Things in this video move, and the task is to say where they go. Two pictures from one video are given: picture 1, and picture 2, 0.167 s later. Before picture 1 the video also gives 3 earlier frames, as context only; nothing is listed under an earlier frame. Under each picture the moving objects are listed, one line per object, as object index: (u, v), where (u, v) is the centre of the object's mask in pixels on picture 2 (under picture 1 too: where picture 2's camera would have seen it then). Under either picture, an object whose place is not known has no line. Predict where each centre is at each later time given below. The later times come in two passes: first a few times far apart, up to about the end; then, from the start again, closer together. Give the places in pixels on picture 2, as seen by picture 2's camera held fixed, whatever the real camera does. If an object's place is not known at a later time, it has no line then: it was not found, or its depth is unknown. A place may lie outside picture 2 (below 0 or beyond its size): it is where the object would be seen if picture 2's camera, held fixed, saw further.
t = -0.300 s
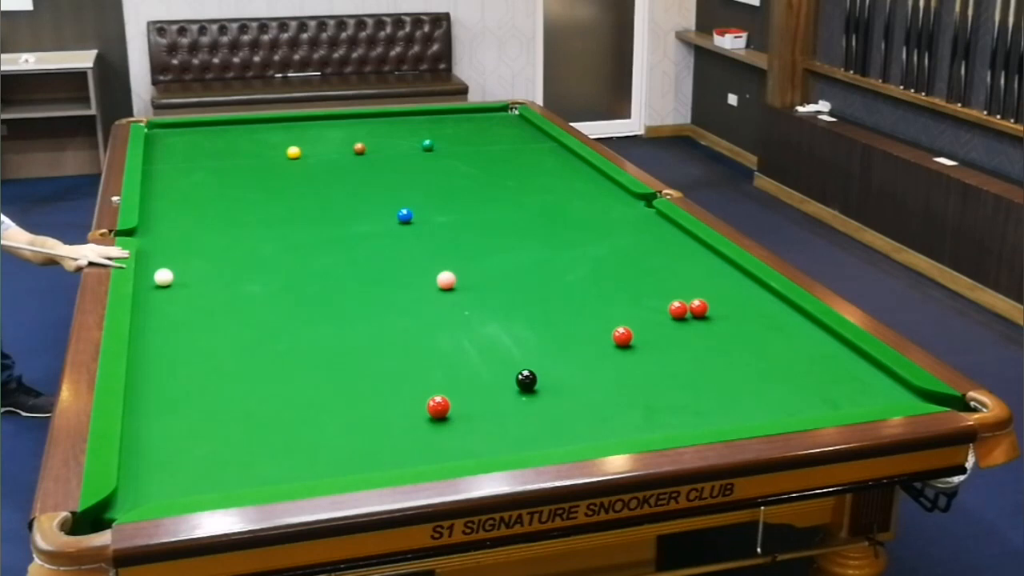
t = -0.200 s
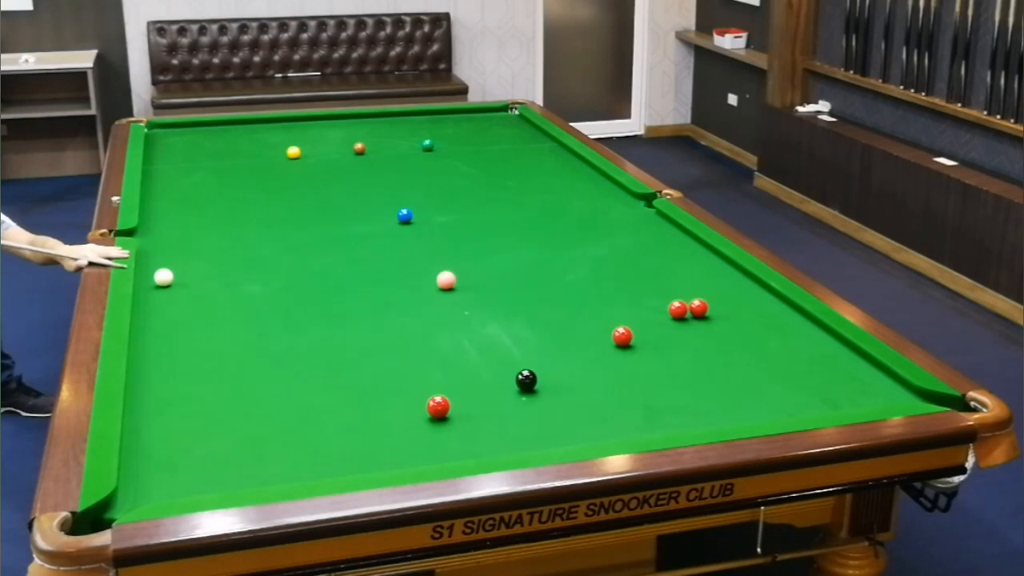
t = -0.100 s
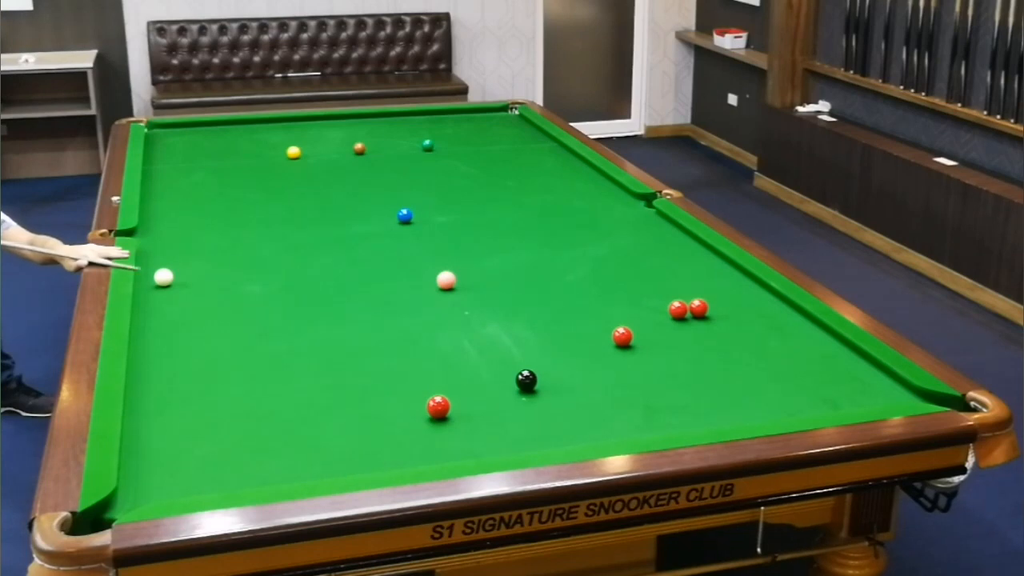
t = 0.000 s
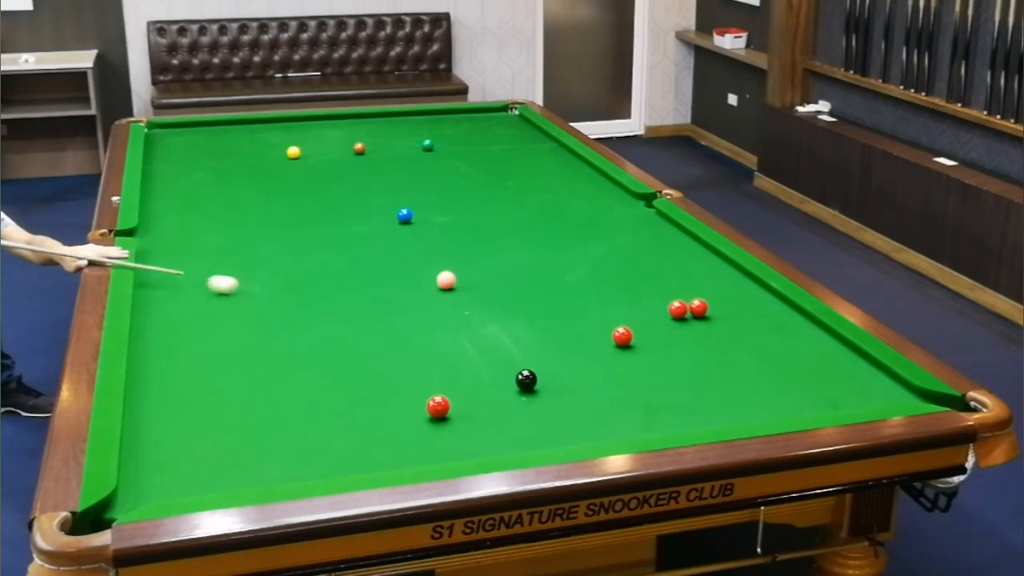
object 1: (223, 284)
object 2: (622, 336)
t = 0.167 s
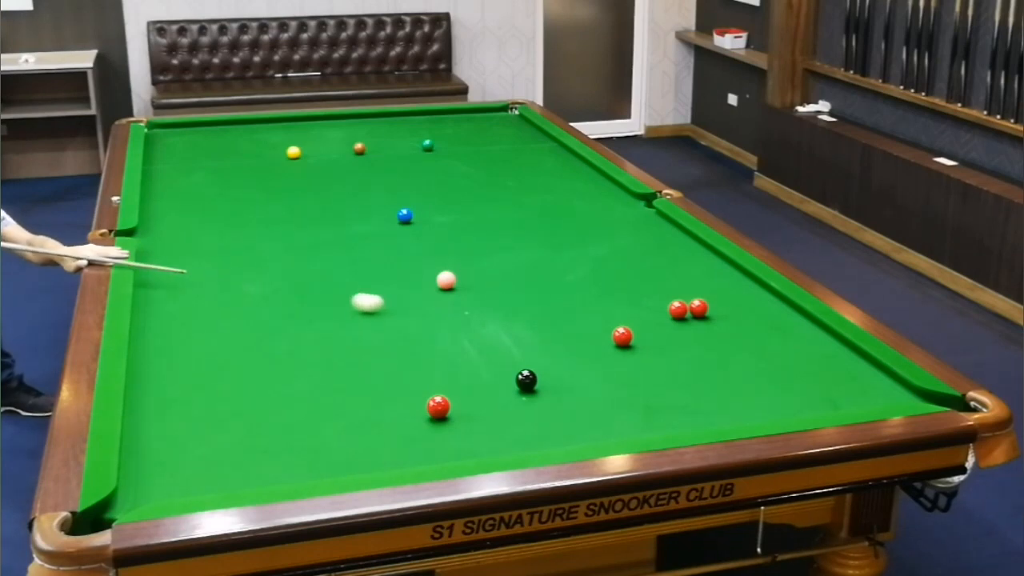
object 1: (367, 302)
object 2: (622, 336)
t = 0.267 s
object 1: (459, 314)
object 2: (622, 336)
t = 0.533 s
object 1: (617, 328)
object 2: (727, 355)
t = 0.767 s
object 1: (675, 325)
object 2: (911, 391)
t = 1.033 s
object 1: (750, 323)
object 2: (877, 370)
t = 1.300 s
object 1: (808, 323)
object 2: (830, 345)
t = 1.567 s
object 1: (764, 329)
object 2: (798, 325)
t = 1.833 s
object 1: (713, 332)
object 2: (779, 309)
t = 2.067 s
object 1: (670, 335)
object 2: (764, 296)
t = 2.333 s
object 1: (622, 338)
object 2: (749, 284)
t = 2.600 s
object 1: (576, 342)
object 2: (735, 273)
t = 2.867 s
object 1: (532, 345)
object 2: (723, 263)
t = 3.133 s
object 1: (490, 348)
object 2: (712, 254)
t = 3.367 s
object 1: (454, 351)
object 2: (704, 247)
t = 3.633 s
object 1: (416, 353)
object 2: (695, 240)
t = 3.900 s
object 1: (379, 356)
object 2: (685, 234)
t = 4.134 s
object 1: (349, 358)
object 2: (678, 230)
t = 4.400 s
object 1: (317, 360)
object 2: (671, 225)
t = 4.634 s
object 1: (291, 362)
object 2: (665, 222)
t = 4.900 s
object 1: (263, 364)
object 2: (660, 218)
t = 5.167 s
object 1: (239, 365)
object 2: (655, 216)
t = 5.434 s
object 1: (216, 367)
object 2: (652, 213)
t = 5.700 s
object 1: (196, 368)
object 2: (650, 211)
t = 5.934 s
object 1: (180, 369)
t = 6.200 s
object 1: (166, 370)
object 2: (649, 208)
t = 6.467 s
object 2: (648, 208)
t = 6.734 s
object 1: (145, 370)
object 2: (648, 208)
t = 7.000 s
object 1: (138, 370)
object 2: (647, 207)
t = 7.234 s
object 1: (139, 370)
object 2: (648, 207)
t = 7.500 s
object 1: (140, 369)
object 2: (648, 207)
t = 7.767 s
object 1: (140, 369)
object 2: (647, 207)
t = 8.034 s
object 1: (140, 369)
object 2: (647, 207)
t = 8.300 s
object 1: (139, 369)
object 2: (648, 208)
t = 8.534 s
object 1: (140, 369)
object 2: (647, 207)
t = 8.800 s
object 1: (140, 369)
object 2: (647, 207)
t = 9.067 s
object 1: (140, 369)
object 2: (647, 207)
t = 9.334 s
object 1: (140, 369)
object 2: (647, 207)
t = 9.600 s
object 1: (140, 369)
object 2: (648, 207)
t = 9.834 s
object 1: (139, 369)
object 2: (647, 207)
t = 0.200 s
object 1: (398, 306)
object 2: (622, 336)
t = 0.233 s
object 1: (428, 310)
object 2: (622, 336)
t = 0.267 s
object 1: (459, 314)
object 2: (622, 336)
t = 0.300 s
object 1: (491, 318)
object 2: (622, 336)
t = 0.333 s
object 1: (523, 322)
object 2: (622, 336)
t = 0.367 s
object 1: (555, 326)
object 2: (622, 336)
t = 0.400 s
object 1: (588, 330)
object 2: (622, 336)
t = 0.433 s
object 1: (605, 331)
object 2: (638, 338)
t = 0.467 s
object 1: (608, 330)
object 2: (668, 344)
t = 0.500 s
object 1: (612, 329)
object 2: (698, 350)
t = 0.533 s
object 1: (617, 328)
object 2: (727, 355)
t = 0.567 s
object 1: (623, 327)
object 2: (756, 361)
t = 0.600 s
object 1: (630, 326)
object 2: (784, 366)
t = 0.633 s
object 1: (638, 325)
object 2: (812, 371)
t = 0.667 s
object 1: (647, 325)
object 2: (839, 377)
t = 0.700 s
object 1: (656, 325)
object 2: (865, 382)
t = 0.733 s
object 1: (666, 325)
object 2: (891, 386)
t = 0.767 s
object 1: (675, 325)
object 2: (911, 391)
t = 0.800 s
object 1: (685, 324)
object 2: (913, 396)
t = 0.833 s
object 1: (695, 324)
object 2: (909, 395)
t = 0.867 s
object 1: (704, 324)
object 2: (902, 391)
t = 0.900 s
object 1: (713, 324)
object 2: (897, 386)
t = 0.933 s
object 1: (723, 324)
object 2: (893, 381)
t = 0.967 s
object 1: (732, 324)
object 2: (889, 377)
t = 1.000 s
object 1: (741, 323)
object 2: (883, 373)
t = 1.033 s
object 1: (750, 323)
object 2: (877, 370)
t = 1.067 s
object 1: (759, 323)
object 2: (871, 366)
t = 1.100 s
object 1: (769, 323)
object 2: (865, 363)
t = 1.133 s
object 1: (778, 322)
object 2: (859, 360)
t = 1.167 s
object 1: (787, 322)
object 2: (853, 357)
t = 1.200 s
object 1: (795, 322)
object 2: (847, 354)
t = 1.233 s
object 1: (804, 322)
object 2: (842, 351)
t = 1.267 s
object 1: (812, 322)
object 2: (836, 348)
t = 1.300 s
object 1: (808, 323)
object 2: (830, 345)
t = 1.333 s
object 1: (803, 324)
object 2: (825, 341)
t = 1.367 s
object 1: (798, 325)
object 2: (820, 339)
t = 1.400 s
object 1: (793, 326)
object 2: (814, 336)
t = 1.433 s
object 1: (789, 327)
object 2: (809, 334)
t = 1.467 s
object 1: (783, 328)
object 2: (806, 331)
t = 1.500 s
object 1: (777, 328)
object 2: (803, 329)
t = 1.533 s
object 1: (770, 328)
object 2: (801, 327)
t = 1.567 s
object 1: (764, 329)
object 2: (798, 325)
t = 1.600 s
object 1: (758, 329)
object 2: (796, 322)
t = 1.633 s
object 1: (751, 330)
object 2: (793, 320)
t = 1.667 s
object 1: (745, 330)
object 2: (791, 318)
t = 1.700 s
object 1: (738, 331)
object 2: (788, 316)
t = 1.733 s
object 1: (732, 331)
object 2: (786, 314)
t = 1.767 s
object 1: (726, 331)
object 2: (783, 312)
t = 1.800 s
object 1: (719, 332)
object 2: (781, 311)
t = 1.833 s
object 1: (713, 332)
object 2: (779, 309)
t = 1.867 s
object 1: (707, 333)
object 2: (777, 307)
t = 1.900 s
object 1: (701, 333)
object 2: (775, 305)
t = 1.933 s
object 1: (694, 334)
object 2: (772, 303)
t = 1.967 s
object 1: (688, 334)
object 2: (770, 301)
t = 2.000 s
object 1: (682, 335)
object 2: (768, 300)
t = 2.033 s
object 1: (676, 335)
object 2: (766, 298)
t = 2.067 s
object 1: (670, 335)
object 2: (764, 296)
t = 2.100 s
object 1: (664, 336)
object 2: (762, 295)
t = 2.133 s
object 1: (658, 336)
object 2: (760, 293)
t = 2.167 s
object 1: (652, 337)
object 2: (758, 291)
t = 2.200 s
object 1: (646, 337)
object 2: (756, 290)
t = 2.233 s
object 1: (640, 337)
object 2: (754, 288)
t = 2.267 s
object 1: (634, 338)
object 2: (752, 287)
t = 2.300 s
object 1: (628, 338)
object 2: (750, 285)
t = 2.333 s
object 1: (622, 338)
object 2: (749, 284)
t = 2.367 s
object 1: (616, 339)
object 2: (747, 282)
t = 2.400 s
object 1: (611, 339)
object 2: (745, 281)
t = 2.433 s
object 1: (605, 339)
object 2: (743, 279)
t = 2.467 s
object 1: (599, 340)
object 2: (742, 278)
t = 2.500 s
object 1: (593, 340)
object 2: (739, 277)
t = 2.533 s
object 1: (588, 340)
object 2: (738, 275)
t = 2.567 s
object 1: (582, 341)
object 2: (737, 274)
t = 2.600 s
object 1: (576, 342)
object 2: (735, 273)
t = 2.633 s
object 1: (571, 342)
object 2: (733, 271)
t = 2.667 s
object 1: (565, 342)
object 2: (732, 270)
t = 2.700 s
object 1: (559, 343)
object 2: (730, 269)
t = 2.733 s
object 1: (554, 343)
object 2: (729, 268)
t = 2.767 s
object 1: (548, 344)
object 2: (728, 266)
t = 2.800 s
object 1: (543, 344)
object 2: (726, 265)
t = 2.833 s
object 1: (537, 344)
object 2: (724, 264)
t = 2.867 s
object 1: (532, 345)
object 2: (723, 263)
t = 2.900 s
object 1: (527, 345)
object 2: (722, 262)
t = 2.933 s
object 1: (522, 345)
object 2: (720, 261)
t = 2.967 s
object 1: (516, 346)
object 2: (719, 259)
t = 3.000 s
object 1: (511, 346)
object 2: (718, 258)
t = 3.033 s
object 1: (505, 347)
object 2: (716, 257)
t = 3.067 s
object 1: (500, 347)
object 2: (715, 256)
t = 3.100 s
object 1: (495, 347)
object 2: (714, 255)
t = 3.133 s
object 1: (490, 348)
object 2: (712, 254)
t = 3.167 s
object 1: (484, 348)
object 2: (711, 253)
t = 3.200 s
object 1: (480, 349)
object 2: (710, 252)
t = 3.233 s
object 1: (474, 349)
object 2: (708, 251)
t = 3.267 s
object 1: (469, 350)
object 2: (707, 250)
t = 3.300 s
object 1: (464, 350)
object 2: (706, 249)
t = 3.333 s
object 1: (459, 350)
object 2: (705, 248)
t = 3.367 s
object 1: (454, 351)
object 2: (704, 247)
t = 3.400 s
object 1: (449, 351)
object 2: (703, 246)
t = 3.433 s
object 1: (444, 351)
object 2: (702, 245)
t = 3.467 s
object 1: (440, 352)
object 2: (701, 244)
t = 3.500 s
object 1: (434, 352)
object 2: (700, 244)
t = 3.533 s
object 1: (430, 353)
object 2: (698, 243)
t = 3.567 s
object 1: (425, 353)
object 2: (697, 242)
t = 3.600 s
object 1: (420, 353)
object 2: (696, 241)
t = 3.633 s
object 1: (416, 353)
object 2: (695, 240)
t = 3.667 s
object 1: (411, 354)
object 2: (693, 239)
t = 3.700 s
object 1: (406, 354)
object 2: (692, 239)
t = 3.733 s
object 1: (402, 354)
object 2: (691, 238)
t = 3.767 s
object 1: (397, 355)
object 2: (690, 237)
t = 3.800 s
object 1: (393, 355)
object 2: (689, 237)
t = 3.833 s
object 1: (388, 355)
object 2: (687, 236)
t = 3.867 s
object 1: (384, 355)
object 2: (686, 235)
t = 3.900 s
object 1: (379, 356)
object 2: (685, 234)
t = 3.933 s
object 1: (375, 356)
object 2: (684, 234)
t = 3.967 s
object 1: (370, 356)
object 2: (683, 233)
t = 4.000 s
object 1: (366, 357)
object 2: (682, 233)
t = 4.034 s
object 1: (362, 357)
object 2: (681, 232)
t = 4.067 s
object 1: (357, 358)
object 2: (680, 231)
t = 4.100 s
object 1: (353, 358)
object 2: (679, 230)
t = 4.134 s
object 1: (349, 358)
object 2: (678, 230)
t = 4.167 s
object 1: (345, 358)
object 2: (677, 229)
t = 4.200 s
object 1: (341, 359)
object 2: (676, 229)
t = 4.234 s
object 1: (337, 359)
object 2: (675, 228)
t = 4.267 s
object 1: (332, 360)
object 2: (674, 228)
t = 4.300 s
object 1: (329, 360)
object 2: (673, 227)
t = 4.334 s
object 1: (325, 360)
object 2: (672, 226)
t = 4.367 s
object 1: (321, 360)
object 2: (672, 226)
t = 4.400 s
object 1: (317, 360)
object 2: (671, 225)
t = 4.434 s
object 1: (313, 361)
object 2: (670, 225)
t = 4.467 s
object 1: (309, 361)
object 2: (669, 225)
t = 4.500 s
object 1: (306, 361)
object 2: (668, 224)
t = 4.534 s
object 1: (301, 362)
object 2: (667, 223)
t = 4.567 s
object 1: (298, 362)
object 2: (667, 223)
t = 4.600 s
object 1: (294, 362)
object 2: (666, 222)
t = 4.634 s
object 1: (291, 362)
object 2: (665, 222)
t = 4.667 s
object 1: (287, 362)
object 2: (664, 221)
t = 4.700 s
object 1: (284, 363)
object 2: (663, 221)
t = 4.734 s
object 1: (280, 363)
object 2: (663, 221)
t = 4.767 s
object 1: (277, 363)
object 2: (662, 220)
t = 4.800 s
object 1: (274, 363)
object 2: (662, 220)
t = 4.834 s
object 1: (270, 363)
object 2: (661, 219)
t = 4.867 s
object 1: (267, 364)
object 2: (660, 219)
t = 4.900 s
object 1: (263, 364)
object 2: (660, 218)
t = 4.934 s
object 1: (260, 364)
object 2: (659, 218)
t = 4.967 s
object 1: (257, 364)
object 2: (658, 218)
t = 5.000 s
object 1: (254, 364)
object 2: (658, 217)
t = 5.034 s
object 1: (251, 365)
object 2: (657, 217)
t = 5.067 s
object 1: (248, 365)
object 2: (657, 216)
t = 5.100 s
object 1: (245, 365)
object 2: (656, 216)
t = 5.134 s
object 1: (242, 365)
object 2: (656, 216)
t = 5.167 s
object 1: (239, 365)
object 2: (655, 216)
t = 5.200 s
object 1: (236, 366)
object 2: (655, 215)
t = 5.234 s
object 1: (233, 366)
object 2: (654, 215)
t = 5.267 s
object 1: (229, 366)
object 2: (654, 214)
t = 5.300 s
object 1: (227, 366)
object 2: (653, 214)
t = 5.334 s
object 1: (224, 366)
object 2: (653, 214)
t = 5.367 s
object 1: (221, 367)
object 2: (653, 213)
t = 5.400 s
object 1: (219, 367)
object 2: (652, 213)
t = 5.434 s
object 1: (216, 367)
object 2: (652, 213)
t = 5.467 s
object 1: (213, 367)
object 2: (651, 212)
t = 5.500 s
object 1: (211, 367)
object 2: (651, 212)
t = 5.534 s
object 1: (208, 368)
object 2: (651, 212)
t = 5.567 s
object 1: (205, 368)
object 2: (651, 212)
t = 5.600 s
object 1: (203, 368)
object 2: (650, 211)
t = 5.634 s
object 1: (201, 368)
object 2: (650, 211)
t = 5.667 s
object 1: (198, 368)
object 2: (650, 211)
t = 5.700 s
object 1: (196, 368)
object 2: (650, 211)
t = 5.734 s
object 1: (194, 368)
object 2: (650, 211)
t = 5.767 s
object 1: (192, 368)
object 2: (650, 210)
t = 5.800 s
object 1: (189, 368)
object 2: (650, 210)
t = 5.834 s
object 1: (187, 368)
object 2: (650, 210)
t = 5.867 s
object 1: (185, 368)
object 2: (649, 210)
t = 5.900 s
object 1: (183, 368)
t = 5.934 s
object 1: (180, 369)
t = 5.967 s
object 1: (178, 369)
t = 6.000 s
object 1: (176, 369)
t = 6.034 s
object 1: (175, 369)
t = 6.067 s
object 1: (173, 369)
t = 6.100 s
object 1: (171, 369)
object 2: (650, 208)
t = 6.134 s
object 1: (169, 370)
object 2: (649, 208)
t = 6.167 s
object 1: (168, 370)
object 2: (649, 208)
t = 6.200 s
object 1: (166, 370)
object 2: (649, 208)
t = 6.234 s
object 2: (649, 208)
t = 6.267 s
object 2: (649, 208)
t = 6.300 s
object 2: (649, 208)
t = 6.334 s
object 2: (649, 208)
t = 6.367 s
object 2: (649, 208)
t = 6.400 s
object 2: (649, 208)
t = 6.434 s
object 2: (648, 208)
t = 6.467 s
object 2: (648, 208)
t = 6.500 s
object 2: (648, 208)
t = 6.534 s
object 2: (648, 208)
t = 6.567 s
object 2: (648, 208)
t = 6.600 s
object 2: (648, 208)
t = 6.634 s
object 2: (648, 208)
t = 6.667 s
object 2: (648, 208)
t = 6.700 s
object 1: (148, 366)
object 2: (648, 208)
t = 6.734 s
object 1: (145, 370)
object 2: (648, 208)
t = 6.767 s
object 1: (143, 370)
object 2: (648, 207)
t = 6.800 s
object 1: (143, 370)
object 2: (648, 207)
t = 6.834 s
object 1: (142, 370)
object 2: (647, 207)
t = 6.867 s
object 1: (141, 370)
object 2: (648, 207)
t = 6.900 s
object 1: (140, 370)
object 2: (648, 207)
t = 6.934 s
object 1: (139, 370)
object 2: (647, 207)
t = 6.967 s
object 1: (138, 370)
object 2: (648, 207)
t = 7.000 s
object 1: (138, 370)
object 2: (647, 207)
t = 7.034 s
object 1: (138, 370)
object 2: (648, 208)
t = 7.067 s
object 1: (138, 370)
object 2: (647, 207)
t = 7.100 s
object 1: (138, 370)
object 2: (647, 207)
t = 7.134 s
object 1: (138, 370)
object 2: (648, 208)
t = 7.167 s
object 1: (139, 369)
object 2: (648, 207)
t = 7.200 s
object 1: (139, 370)
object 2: (647, 207)
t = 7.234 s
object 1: (139, 370)
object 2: (648, 207)
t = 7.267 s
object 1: (140, 369)
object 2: (647, 207)
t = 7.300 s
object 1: (140, 369)
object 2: (647, 207)
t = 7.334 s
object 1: (140, 369)
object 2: (648, 208)
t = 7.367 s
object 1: (140, 369)
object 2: (648, 207)
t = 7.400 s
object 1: (140, 369)
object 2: (647, 207)
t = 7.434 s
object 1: (140, 369)
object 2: (648, 208)
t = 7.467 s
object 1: (140, 369)
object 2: (648, 207)
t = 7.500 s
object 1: (140, 369)
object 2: (648, 207)
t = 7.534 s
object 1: (140, 369)
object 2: (647, 207)
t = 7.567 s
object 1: (140, 369)
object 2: (647, 208)
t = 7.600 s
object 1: (140, 369)
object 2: (647, 207)
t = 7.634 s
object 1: (140, 369)
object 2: (647, 207)
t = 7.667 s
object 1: (140, 369)
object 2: (648, 208)
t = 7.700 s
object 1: (140, 369)
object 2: (647, 208)
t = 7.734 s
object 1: (140, 369)
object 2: (647, 207)
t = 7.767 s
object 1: (140, 369)
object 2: (647, 207)
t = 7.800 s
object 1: (140, 369)
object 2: (648, 208)
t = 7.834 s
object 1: (140, 369)
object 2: (647, 207)
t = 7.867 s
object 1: (140, 369)
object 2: (648, 208)
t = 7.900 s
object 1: (140, 369)
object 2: (647, 207)
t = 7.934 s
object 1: (140, 369)
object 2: (648, 208)
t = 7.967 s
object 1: (140, 369)
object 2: (647, 207)
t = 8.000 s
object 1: (140, 369)
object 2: (648, 208)
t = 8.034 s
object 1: (140, 369)
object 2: (647, 207)
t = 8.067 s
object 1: (140, 369)
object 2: (648, 208)
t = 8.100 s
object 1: (140, 369)
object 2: (647, 207)
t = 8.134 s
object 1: (140, 369)
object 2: (647, 207)
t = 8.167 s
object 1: (140, 369)
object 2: (648, 208)
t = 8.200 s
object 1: (140, 369)
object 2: (647, 207)
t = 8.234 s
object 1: (140, 369)
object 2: (647, 207)
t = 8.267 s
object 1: (140, 369)
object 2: (648, 208)
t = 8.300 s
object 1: (139, 369)
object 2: (648, 208)
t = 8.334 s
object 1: (139, 369)
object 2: (647, 207)
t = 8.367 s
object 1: (139, 369)
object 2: (647, 207)
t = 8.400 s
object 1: (139, 369)
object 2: (647, 207)
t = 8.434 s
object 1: (140, 369)
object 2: (647, 207)
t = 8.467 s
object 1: (140, 369)
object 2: (647, 207)
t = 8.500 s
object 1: (140, 369)
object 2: (647, 207)
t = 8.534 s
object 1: (140, 369)
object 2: (647, 207)
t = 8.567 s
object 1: (140, 369)
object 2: (647, 207)
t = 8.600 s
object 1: (139, 369)
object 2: (647, 208)
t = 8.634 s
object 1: (140, 369)
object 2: (647, 208)
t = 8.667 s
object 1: (140, 369)
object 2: (648, 208)
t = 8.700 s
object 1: (140, 369)
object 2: (647, 207)
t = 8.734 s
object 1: (139, 369)
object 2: (647, 207)
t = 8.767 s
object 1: (140, 369)
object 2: (647, 207)
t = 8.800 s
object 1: (140, 369)
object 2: (647, 207)
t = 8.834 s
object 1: (140, 369)
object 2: (647, 207)
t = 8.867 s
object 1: (140, 369)
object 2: (647, 207)
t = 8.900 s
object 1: (140, 369)
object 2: (648, 207)
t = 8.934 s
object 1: (140, 369)
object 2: (647, 207)
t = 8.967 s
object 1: (139, 369)
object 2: (647, 207)
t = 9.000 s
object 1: (140, 369)
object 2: (648, 207)
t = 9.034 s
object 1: (139, 369)
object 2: (647, 207)
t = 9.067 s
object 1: (140, 369)
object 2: (647, 207)
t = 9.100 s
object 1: (139, 369)
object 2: (647, 207)
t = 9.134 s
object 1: (140, 369)
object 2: (647, 207)
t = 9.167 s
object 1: (140, 369)
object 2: (647, 207)
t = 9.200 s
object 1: (140, 369)
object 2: (647, 207)
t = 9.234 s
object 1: (140, 369)
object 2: (648, 207)
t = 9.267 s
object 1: (140, 369)
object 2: (648, 207)
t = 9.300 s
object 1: (140, 369)
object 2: (648, 207)
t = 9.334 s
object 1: (140, 369)
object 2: (647, 207)
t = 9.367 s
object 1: (140, 369)
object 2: (647, 207)
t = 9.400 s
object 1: (140, 369)
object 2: (647, 207)
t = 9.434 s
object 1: (140, 369)
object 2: (648, 208)
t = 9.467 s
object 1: (140, 369)
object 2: (647, 207)
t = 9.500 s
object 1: (140, 369)
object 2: (647, 207)
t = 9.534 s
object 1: (140, 369)
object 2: (647, 207)
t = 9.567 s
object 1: (140, 369)
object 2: (648, 208)
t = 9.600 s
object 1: (140, 369)
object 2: (648, 207)
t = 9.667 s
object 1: (140, 369)
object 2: (647, 207)
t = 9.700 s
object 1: (140, 369)
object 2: (647, 207)
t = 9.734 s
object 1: (140, 369)
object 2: (647, 207)
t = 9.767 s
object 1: (140, 369)
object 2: (647, 207)
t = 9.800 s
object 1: (139, 369)
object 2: (648, 208)
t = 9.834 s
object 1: (139, 369)
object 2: (647, 207)
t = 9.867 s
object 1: (140, 369)
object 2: (648, 208)
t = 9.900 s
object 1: (140, 369)
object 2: (647, 207)
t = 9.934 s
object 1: (139, 369)
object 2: (648, 208)
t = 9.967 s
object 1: (140, 369)
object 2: (647, 207)
